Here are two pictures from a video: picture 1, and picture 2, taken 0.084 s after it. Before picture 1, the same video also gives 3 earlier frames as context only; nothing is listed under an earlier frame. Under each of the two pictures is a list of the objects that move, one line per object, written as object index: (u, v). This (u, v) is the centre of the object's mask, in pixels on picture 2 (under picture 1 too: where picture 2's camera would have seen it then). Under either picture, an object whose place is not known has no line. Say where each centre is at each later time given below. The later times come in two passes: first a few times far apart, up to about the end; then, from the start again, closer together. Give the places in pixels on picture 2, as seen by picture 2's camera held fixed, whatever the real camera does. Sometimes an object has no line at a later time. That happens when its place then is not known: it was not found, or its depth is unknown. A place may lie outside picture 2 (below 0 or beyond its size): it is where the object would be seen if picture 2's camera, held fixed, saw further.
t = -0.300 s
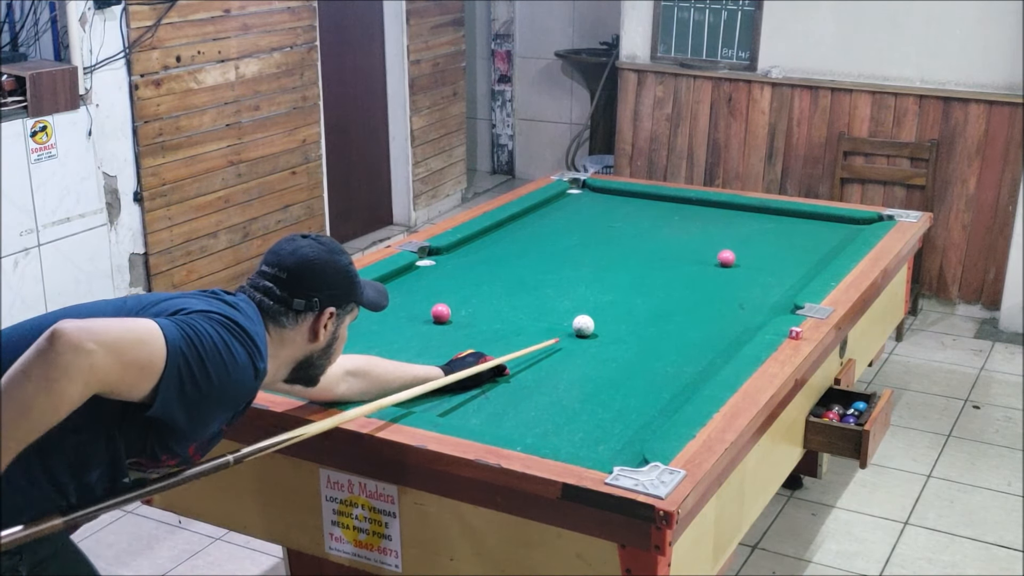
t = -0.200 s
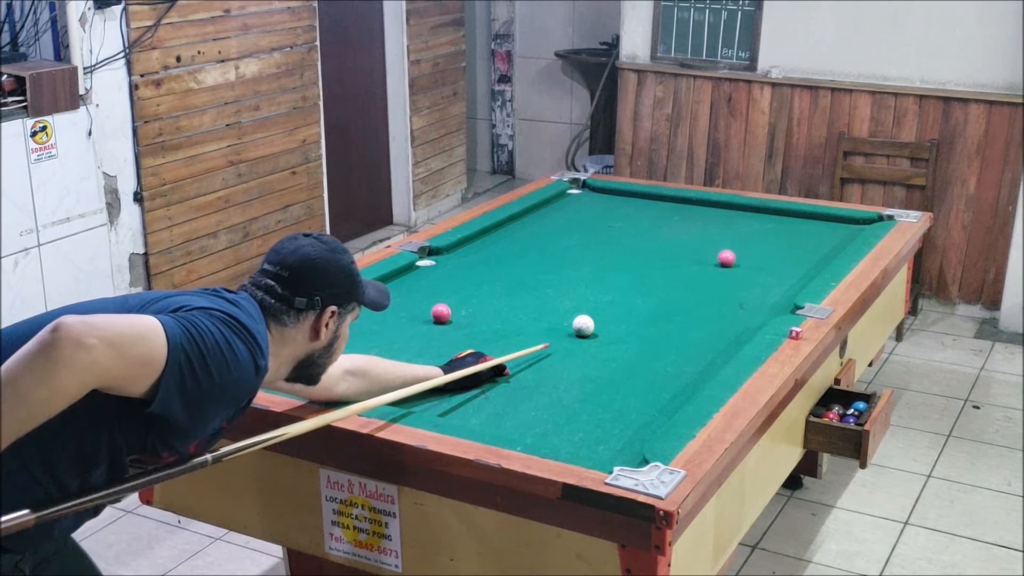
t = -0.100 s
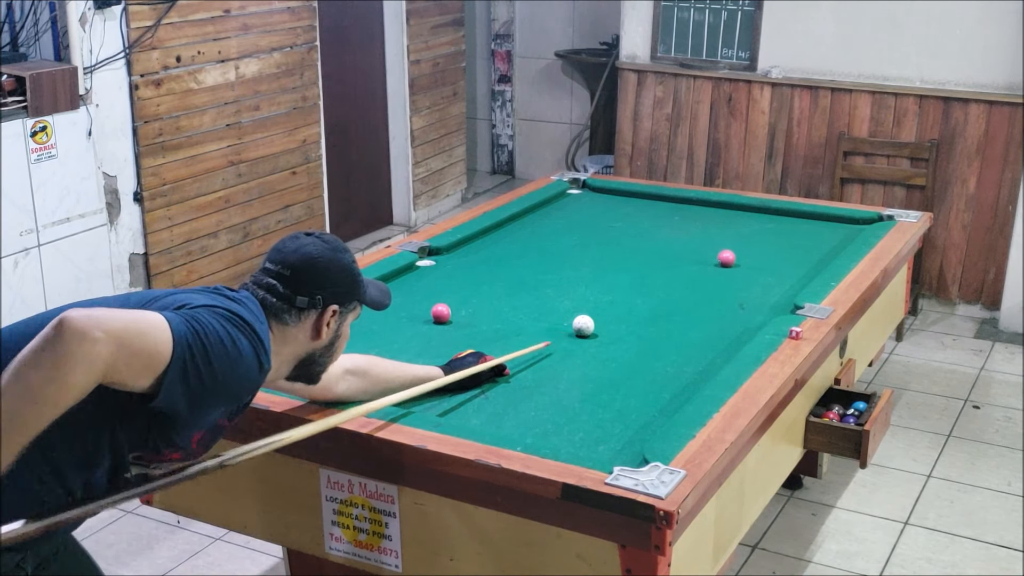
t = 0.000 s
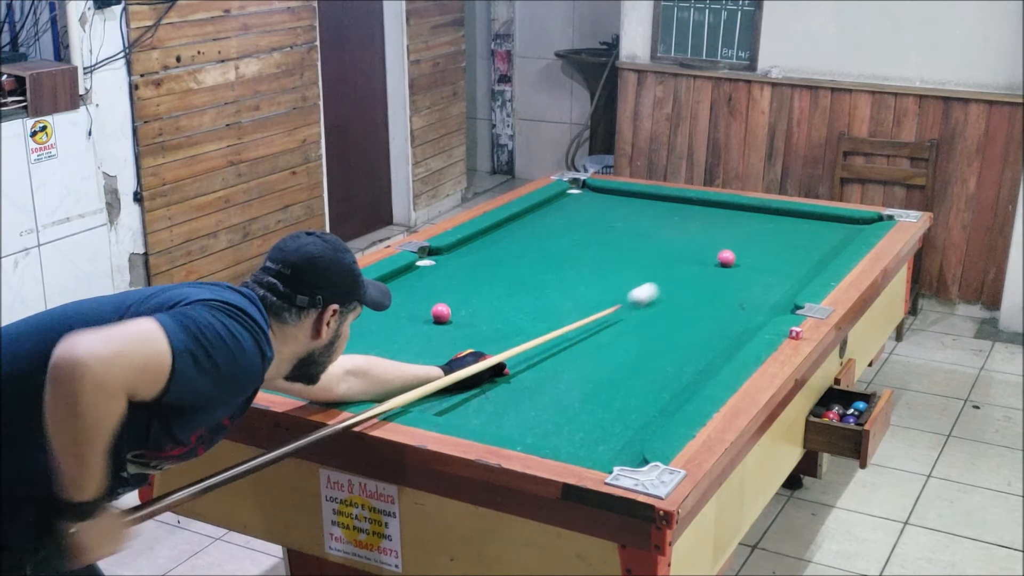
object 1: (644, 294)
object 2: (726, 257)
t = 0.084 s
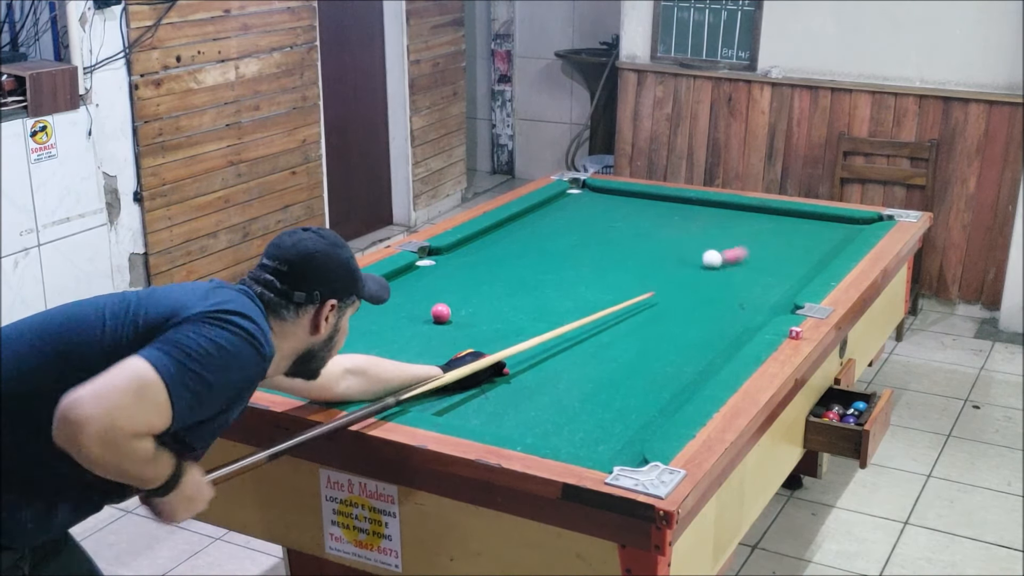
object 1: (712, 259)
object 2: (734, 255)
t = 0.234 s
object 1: (691, 242)
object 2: (886, 217)
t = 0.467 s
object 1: (668, 221)
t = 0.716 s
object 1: (646, 202)
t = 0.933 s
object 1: (618, 195)
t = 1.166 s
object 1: (573, 198)
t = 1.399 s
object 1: (557, 205)
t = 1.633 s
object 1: (562, 214)
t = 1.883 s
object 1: (568, 224)
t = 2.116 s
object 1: (573, 232)
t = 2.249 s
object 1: (577, 238)
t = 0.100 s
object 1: (709, 257)
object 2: (752, 250)
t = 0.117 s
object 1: (707, 255)
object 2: (771, 245)
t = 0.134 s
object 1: (704, 253)
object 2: (790, 240)
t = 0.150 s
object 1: (702, 251)
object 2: (808, 236)
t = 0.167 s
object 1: (699, 249)
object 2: (824, 231)
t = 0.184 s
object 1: (697, 247)
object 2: (841, 227)
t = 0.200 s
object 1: (695, 245)
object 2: (857, 223)
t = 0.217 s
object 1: (693, 244)
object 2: (872, 219)
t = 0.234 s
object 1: (691, 242)
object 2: (886, 217)
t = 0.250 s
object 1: (690, 240)
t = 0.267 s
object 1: (688, 239)
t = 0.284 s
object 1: (686, 237)
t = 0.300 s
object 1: (684, 236)
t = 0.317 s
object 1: (683, 234)
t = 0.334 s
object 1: (681, 233)
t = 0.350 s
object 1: (679, 231)
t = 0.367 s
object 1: (677, 230)
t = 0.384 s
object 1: (676, 229)
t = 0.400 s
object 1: (674, 227)
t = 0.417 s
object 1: (673, 226)
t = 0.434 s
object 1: (671, 224)
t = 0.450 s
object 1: (669, 223)
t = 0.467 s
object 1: (668, 221)
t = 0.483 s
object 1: (666, 220)
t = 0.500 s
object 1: (665, 219)
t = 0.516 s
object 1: (663, 217)
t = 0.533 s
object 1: (662, 216)
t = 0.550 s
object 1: (660, 215)
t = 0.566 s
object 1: (659, 213)
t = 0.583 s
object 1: (657, 212)
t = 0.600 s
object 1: (656, 211)
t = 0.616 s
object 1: (654, 210)
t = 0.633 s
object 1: (653, 208)
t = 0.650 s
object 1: (651, 207)
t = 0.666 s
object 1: (650, 206)
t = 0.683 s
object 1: (649, 205)
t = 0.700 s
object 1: (647, 204)
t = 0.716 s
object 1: (646, 202)
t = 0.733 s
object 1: (645, 201)
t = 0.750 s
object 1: (643, 200)
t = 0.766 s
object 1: (642, 199)
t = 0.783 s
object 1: (641, 198)
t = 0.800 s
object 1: (639, 197)
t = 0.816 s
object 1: (638, 196)
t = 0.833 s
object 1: (637, 195)
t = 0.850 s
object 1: (635, 194)
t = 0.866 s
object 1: (632, 194)
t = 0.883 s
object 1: (628, 194)
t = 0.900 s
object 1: (625, 195)
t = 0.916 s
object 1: (622, 195)
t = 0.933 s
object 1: (618, 195)
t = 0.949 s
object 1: (615, 195)
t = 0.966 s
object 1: (612, 196)
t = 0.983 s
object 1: (609, 196)
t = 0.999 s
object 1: (605, 196)
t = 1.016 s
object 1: (602, 196)
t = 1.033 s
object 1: (599, 197)
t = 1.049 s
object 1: (596, 197)
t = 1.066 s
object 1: (592, 197)
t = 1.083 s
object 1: (589, 197)
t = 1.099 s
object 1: (586, 197)
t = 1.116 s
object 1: (583, 198)
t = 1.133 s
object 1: (580, 198)
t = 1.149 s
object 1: (576, 198)
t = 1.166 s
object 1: (573, 198)
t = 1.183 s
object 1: (570, 199)
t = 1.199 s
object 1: (567, 199)
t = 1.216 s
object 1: (564, 199)
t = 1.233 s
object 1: (561, 199)
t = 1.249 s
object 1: (557, 200)
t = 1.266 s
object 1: (554, 200)
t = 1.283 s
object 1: (554, 200)
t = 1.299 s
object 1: (554, 201)
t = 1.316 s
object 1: (554, 202)
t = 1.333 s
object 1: (555, 202)
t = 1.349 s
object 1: (555, 203)
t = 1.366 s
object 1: (556, 204)
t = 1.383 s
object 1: (556, 204)
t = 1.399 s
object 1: (557, 205)
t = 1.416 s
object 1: (557, 206)
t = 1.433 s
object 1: (558, 206)
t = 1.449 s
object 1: (558, 207)
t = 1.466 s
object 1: (558, 208)
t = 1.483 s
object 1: (559, 208)
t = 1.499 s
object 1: (559, 209)
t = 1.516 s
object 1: (559, 209)
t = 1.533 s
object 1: (560, 210)
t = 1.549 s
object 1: (560, 211)
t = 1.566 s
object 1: (561, 212)
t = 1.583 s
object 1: (561, 212)
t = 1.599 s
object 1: (561, 213)
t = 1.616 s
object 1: (562, 214)
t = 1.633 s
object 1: (562, 214)
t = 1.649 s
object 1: (563, 215)
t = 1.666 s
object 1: (563, 216)
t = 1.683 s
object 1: (563, 216)
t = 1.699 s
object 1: (564, 217)
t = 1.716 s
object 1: (564, 218)
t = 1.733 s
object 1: (565, 218)
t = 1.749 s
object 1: (565, 219)
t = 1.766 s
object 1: (565, 219)
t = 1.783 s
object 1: (566, 220)
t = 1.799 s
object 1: (566, 221)
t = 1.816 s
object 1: (567, 221)
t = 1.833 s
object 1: (567, 222)
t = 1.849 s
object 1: (567, 223)
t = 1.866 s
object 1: (568, 224)
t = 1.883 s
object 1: (568, 224)
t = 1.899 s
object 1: (569, 225)
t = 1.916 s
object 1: (569, 225)
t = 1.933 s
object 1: (569, 226)
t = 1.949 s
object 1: (570, 227)
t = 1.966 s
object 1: (570, 227)
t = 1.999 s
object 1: (571, 228)
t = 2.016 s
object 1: (571, 229)
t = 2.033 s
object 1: (571, 229)
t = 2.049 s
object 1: (572, 230)
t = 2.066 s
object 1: (572, 231)
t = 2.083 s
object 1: (572, 231)
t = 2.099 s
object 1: (573, 232)
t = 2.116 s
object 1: (573, 232)
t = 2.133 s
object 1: (574, 233)
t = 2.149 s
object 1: (574, 234)
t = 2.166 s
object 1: (575, 235)
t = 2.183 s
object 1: (575, 235)
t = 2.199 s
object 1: (575, 236)
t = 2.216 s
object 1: (576, 236)
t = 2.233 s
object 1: (576, 237)
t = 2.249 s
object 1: (577, 238)
